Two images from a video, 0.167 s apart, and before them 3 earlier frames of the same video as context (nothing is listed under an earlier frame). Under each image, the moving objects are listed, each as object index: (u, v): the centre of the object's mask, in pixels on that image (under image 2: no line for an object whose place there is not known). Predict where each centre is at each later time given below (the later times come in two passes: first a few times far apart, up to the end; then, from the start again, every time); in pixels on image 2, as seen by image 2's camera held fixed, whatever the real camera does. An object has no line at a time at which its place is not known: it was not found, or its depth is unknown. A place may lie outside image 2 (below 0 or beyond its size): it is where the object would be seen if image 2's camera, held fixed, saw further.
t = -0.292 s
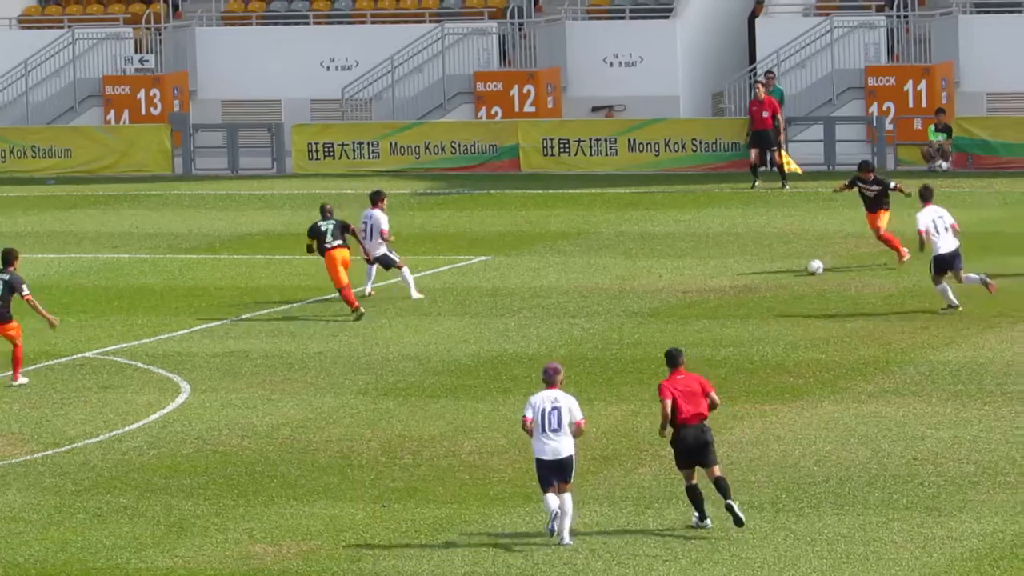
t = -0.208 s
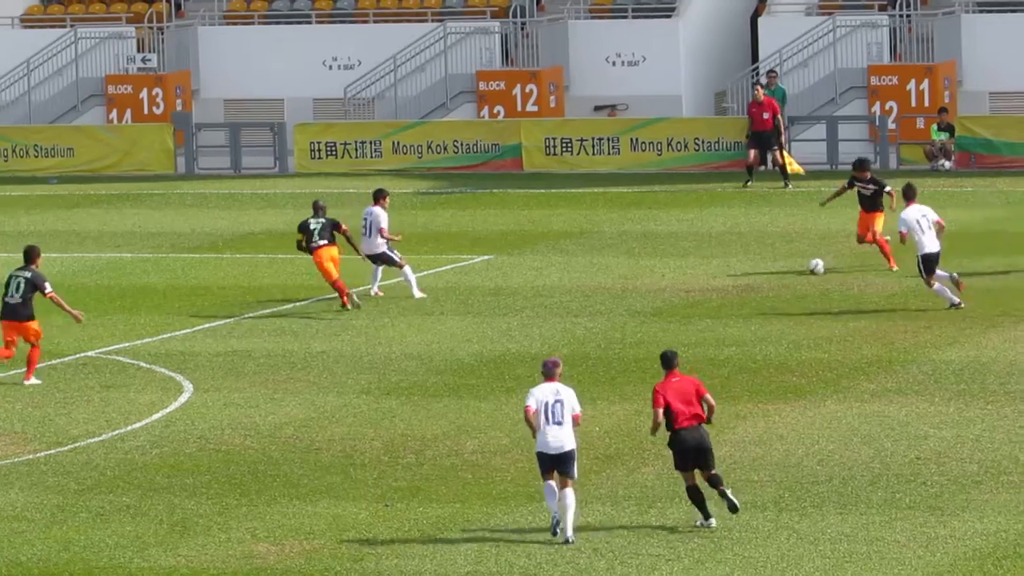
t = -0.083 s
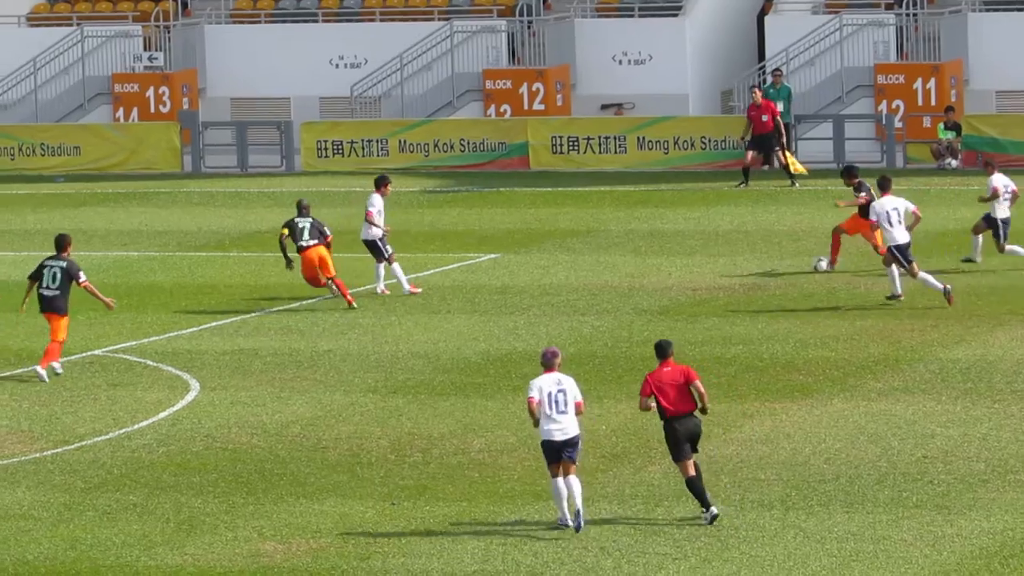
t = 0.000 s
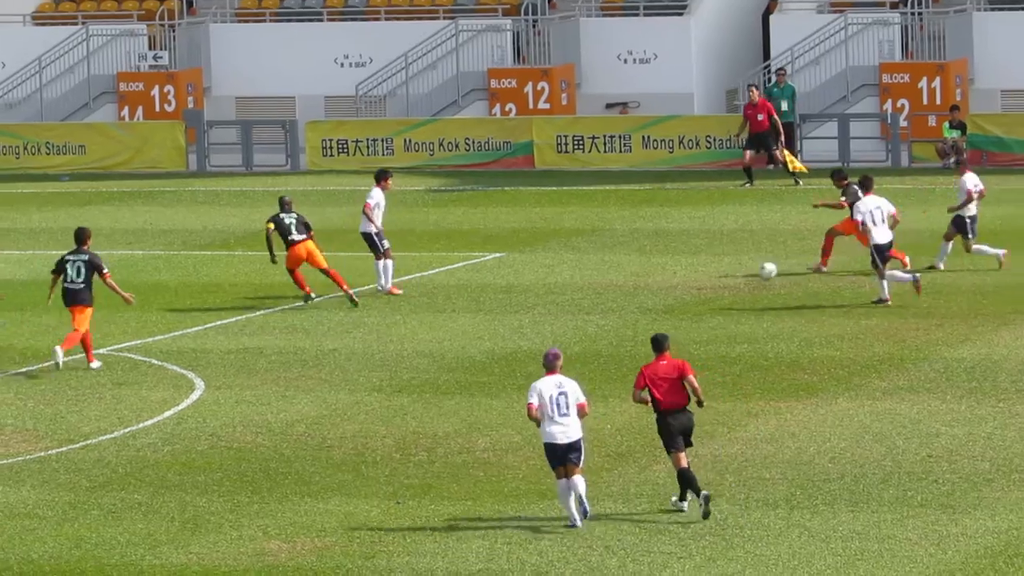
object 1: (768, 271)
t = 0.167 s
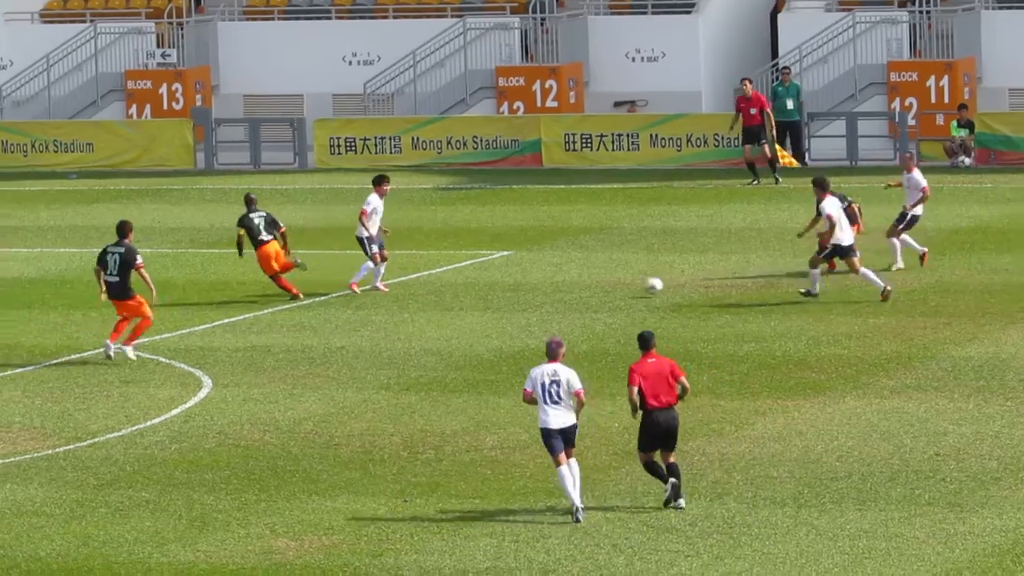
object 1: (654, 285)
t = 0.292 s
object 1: (568, 298)
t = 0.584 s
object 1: (395, 331)
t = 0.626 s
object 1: (374, 333)
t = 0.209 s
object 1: (625, 287)
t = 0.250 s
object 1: (597, 292)
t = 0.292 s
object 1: (568, 298)
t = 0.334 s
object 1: (540, 306)
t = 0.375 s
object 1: (513, 312)
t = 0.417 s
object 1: (489, 314)
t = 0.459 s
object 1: (465, 316)
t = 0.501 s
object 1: (441, 322)
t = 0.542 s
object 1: (417, 328)
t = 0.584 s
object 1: (395, 331)
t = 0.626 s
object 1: (374, 333)
